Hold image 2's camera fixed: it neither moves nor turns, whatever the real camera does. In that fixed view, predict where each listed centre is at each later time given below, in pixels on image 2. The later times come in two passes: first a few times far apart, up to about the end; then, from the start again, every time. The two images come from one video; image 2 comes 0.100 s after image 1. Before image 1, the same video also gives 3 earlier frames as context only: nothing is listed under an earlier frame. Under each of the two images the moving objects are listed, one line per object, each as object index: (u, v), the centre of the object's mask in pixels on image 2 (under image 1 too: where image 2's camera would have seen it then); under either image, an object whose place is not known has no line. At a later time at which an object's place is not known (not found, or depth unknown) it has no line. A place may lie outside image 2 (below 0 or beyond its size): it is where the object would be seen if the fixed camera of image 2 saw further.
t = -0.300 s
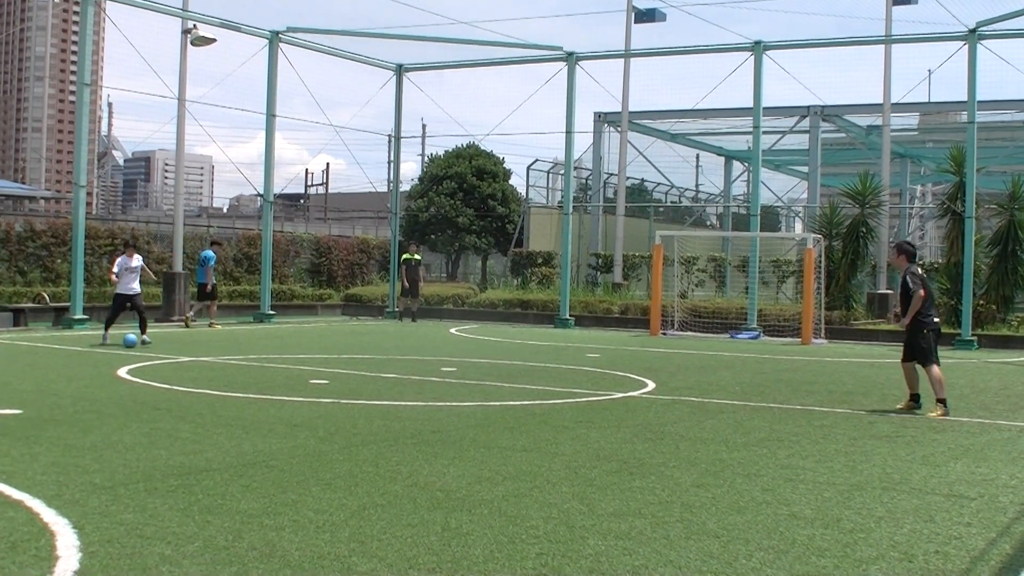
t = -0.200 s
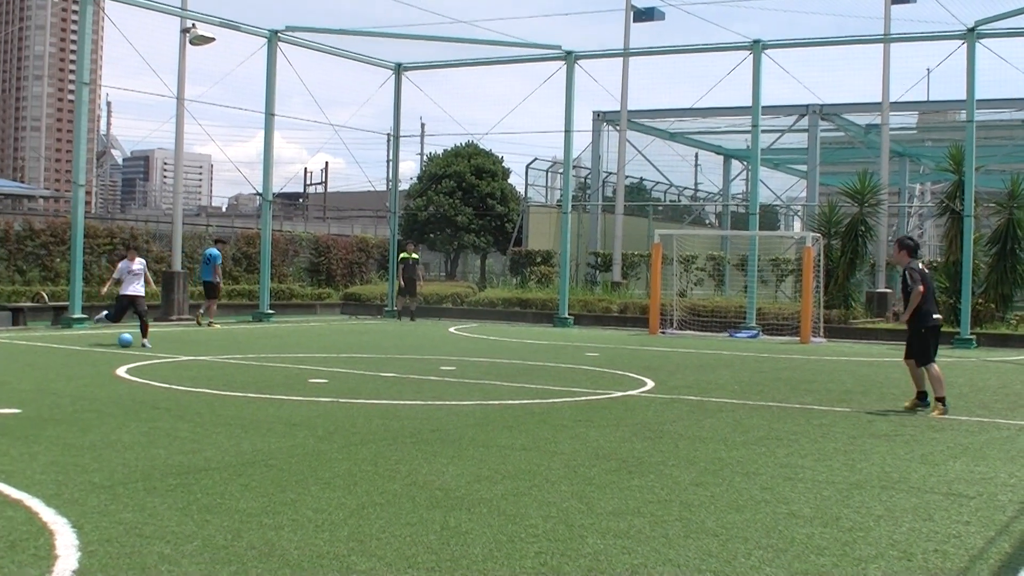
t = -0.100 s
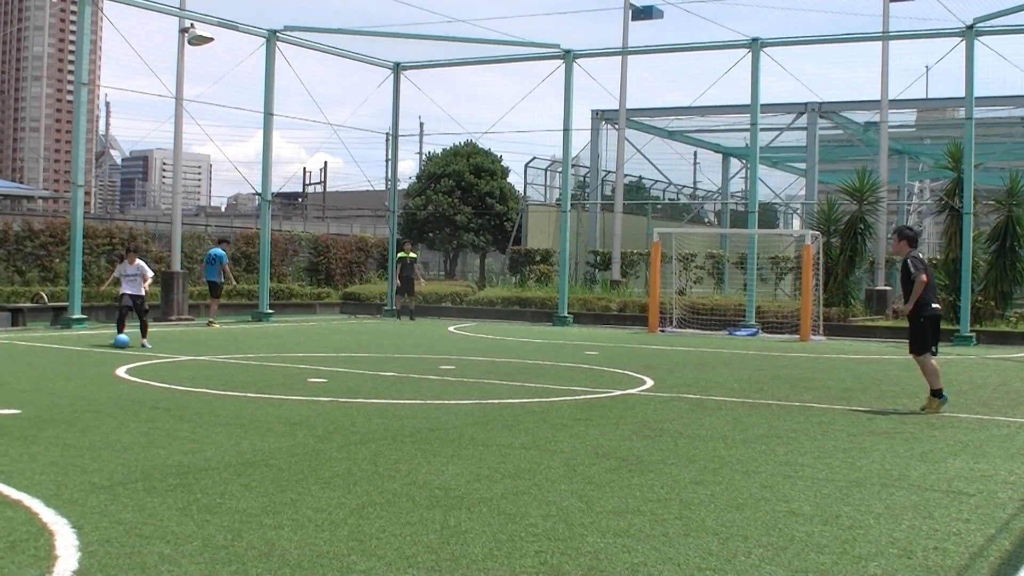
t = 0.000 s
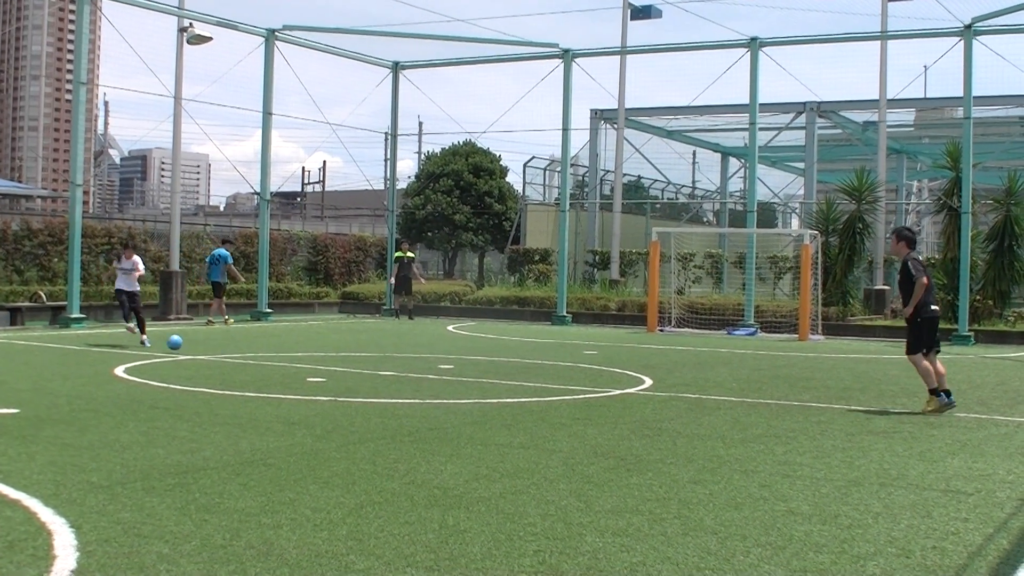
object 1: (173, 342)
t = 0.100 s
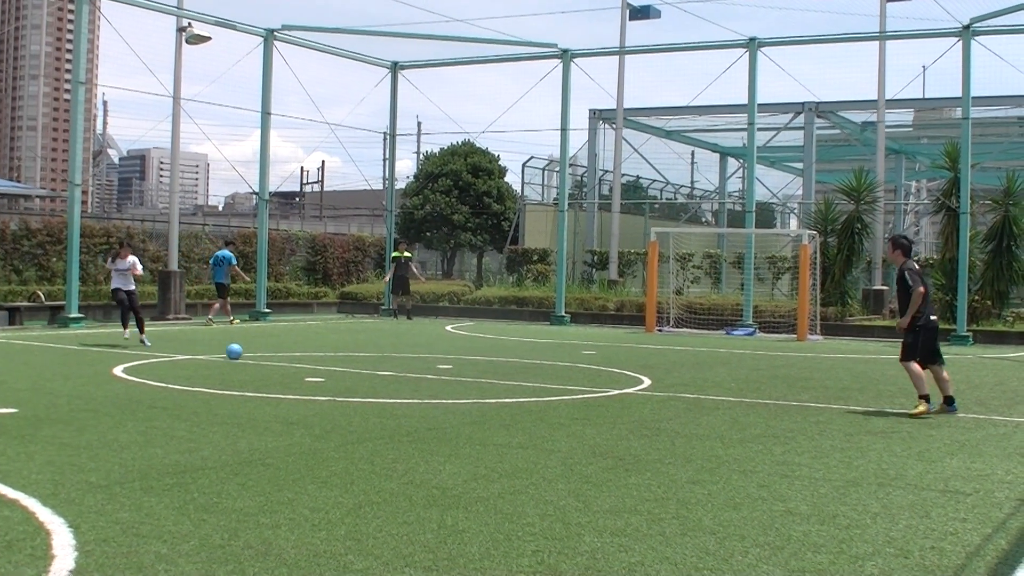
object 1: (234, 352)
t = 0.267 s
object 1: (339, 363)
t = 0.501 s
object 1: (486, 374)
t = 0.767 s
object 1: (657, 391)
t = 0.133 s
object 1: (255, 354)
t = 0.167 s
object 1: (275, 355)
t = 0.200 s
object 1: (296, 356)
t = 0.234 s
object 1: (317, 359)
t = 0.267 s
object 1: (339, 363)
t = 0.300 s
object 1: (361, 365)
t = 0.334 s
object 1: (382, 367)
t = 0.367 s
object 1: (403, 369)
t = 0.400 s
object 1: (424, 371)
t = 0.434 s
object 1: (445, 373)
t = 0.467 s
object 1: (465, 373)
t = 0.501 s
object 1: (486, 374)
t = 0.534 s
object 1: (507, 377)
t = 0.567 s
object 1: (528, 381)
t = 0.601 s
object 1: (549, 383)
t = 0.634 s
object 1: (570, 385)
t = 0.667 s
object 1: (591, 387)
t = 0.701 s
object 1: (612, 389)
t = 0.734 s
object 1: (634, 390)
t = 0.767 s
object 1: (657, 391)
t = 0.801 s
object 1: (679, 394)
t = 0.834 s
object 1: (702, 396)
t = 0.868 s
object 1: (726, 399)
